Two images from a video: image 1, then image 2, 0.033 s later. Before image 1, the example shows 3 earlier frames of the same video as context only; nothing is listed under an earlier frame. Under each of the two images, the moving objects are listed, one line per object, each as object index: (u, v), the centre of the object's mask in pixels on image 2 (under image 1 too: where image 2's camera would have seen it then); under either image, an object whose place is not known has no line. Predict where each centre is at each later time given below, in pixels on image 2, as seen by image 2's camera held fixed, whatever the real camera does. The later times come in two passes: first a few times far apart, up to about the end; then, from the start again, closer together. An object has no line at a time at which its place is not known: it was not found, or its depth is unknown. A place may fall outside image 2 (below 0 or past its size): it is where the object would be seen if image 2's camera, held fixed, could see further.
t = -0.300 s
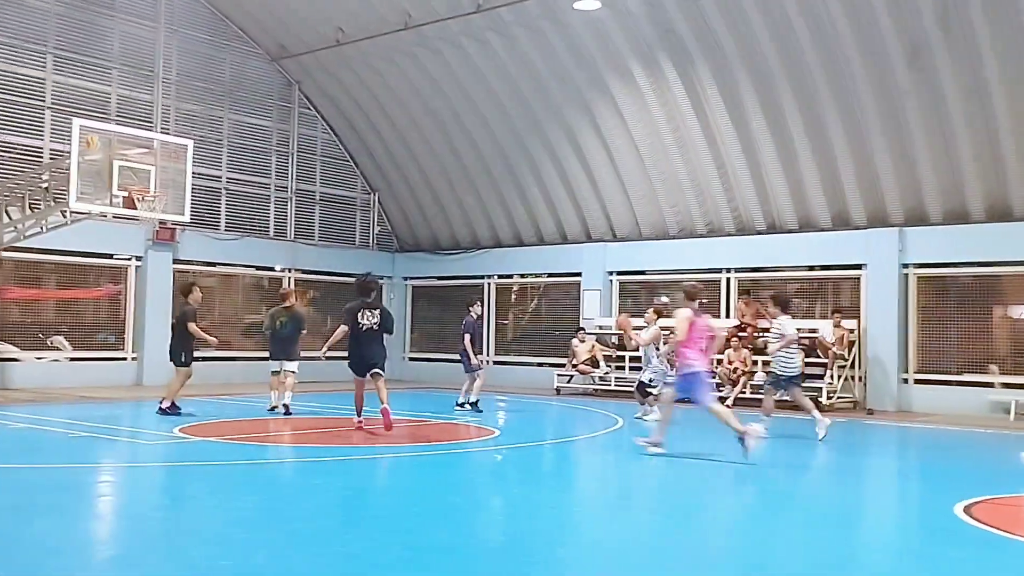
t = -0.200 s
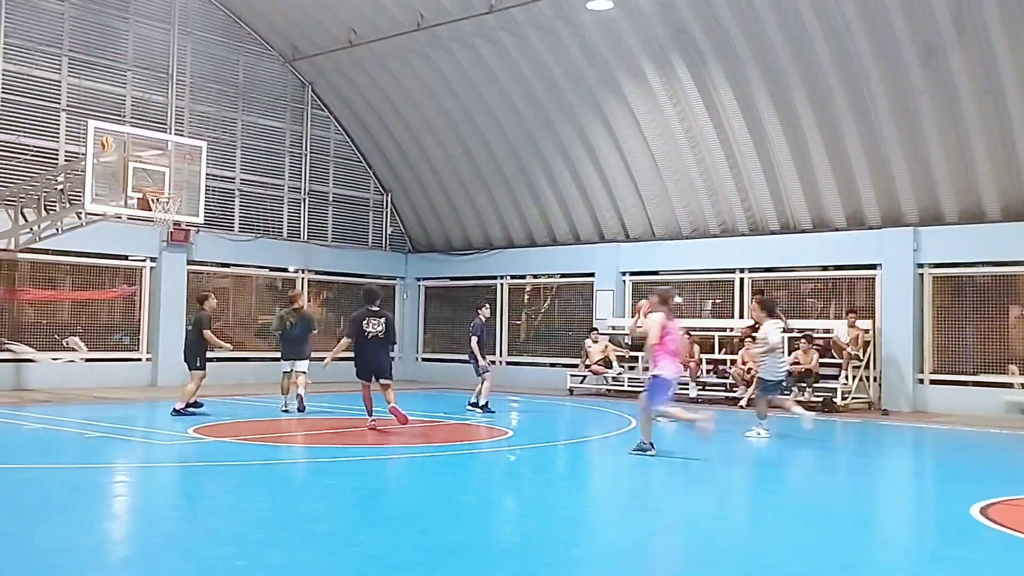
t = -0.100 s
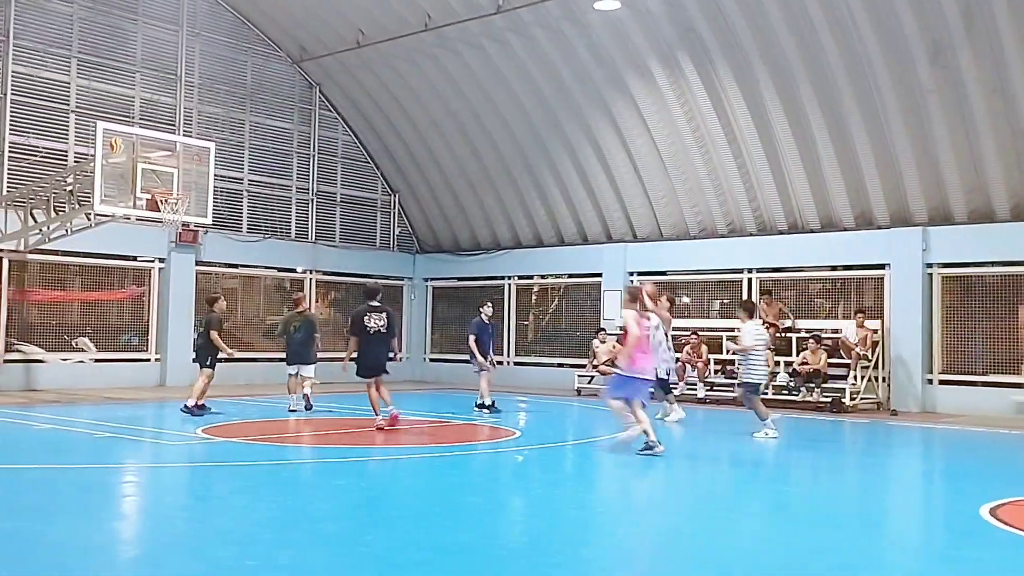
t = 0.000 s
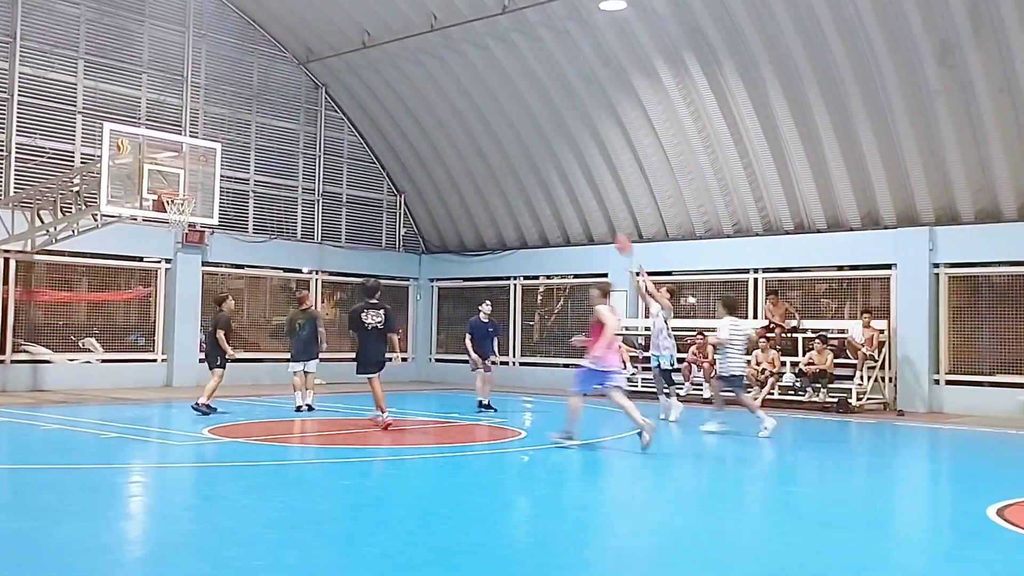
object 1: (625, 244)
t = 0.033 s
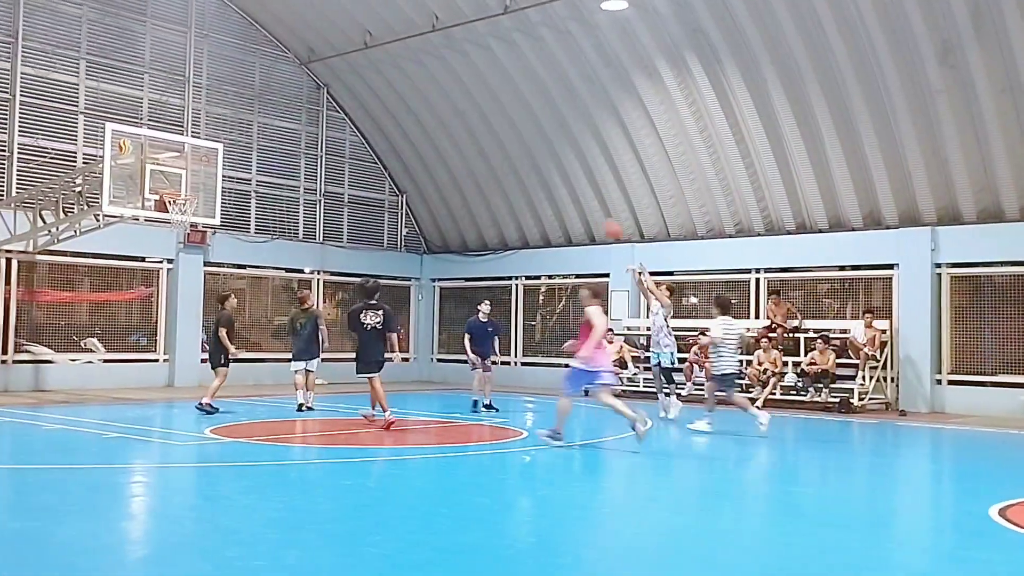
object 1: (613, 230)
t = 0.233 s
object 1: (536, 156)
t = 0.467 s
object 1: (450, 105)
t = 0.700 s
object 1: (365, 91)
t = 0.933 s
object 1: (283, 113)
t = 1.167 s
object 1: (200, 171)
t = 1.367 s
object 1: (179, 221)
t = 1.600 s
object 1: (197, 218)
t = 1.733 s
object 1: (201, 227)
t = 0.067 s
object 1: (600, 216)
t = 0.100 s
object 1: (586, 202)
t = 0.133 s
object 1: (573, 189)
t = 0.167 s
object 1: (561, 177)
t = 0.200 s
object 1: (549, 166)
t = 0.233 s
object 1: (536, 156)
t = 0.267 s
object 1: (523, 146)
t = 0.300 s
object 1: (511, 137)
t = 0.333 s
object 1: (498, 129)
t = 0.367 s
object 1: (487, 122)
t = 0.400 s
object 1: (474, 115)
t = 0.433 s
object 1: (462, 110)
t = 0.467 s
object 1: (450, 105)
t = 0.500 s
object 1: (438, 101)
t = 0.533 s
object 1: (426, 97)
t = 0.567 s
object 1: (414, 94)
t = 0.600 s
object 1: (402, 93)
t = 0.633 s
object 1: (389, 91)
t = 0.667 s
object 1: (377, 91)
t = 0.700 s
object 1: (365, 91)
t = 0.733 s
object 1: (354, 91)
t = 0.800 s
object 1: (330, 95)
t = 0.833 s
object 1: (318, 99)
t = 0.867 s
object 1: (307, 102)
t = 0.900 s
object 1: (295, 107)
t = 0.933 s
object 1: (283, 113)
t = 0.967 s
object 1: (271, 118)
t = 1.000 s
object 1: (260, 125)
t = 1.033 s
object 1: (248, 133)
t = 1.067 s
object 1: (236, 141)
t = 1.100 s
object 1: (226, 151)
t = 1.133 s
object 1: (211, 160)
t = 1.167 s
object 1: (200, 171)
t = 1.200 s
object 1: (190, 183)
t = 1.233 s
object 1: (175, 194)
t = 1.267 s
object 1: (172, 201)
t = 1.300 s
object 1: (174, 212)
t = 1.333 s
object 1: (176, 219)
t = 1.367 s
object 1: (179, 221)
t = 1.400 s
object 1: (184, 221)
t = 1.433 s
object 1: (187, 219)
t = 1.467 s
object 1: (190, 220)
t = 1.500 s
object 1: (193, 218)
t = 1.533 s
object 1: (194, 218)
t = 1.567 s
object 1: (196, 217)
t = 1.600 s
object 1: (197, 218)
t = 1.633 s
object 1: (197, 219)
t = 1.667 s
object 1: (198, 221)
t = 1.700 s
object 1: (199, 223)
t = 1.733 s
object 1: (201, 227)
